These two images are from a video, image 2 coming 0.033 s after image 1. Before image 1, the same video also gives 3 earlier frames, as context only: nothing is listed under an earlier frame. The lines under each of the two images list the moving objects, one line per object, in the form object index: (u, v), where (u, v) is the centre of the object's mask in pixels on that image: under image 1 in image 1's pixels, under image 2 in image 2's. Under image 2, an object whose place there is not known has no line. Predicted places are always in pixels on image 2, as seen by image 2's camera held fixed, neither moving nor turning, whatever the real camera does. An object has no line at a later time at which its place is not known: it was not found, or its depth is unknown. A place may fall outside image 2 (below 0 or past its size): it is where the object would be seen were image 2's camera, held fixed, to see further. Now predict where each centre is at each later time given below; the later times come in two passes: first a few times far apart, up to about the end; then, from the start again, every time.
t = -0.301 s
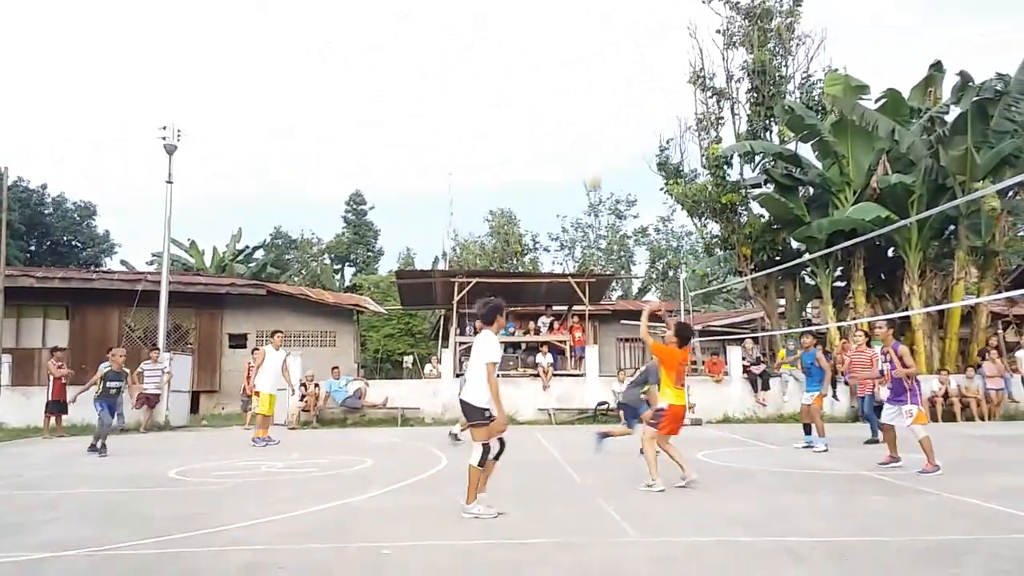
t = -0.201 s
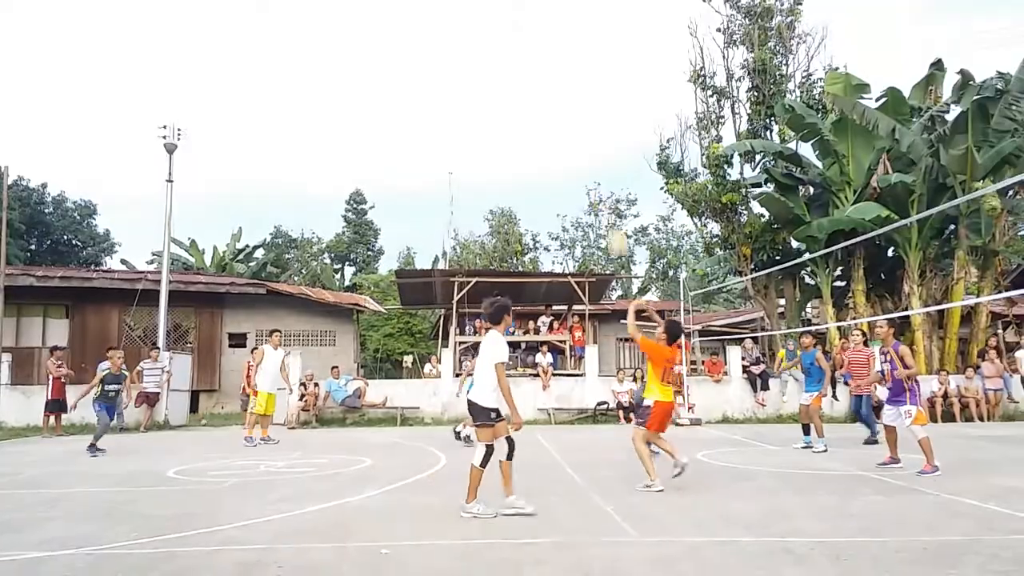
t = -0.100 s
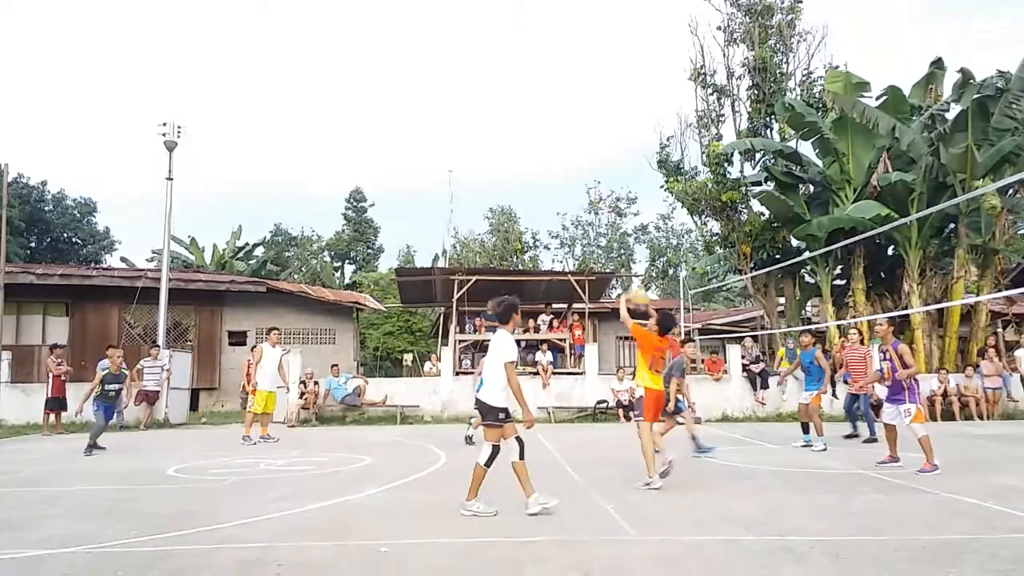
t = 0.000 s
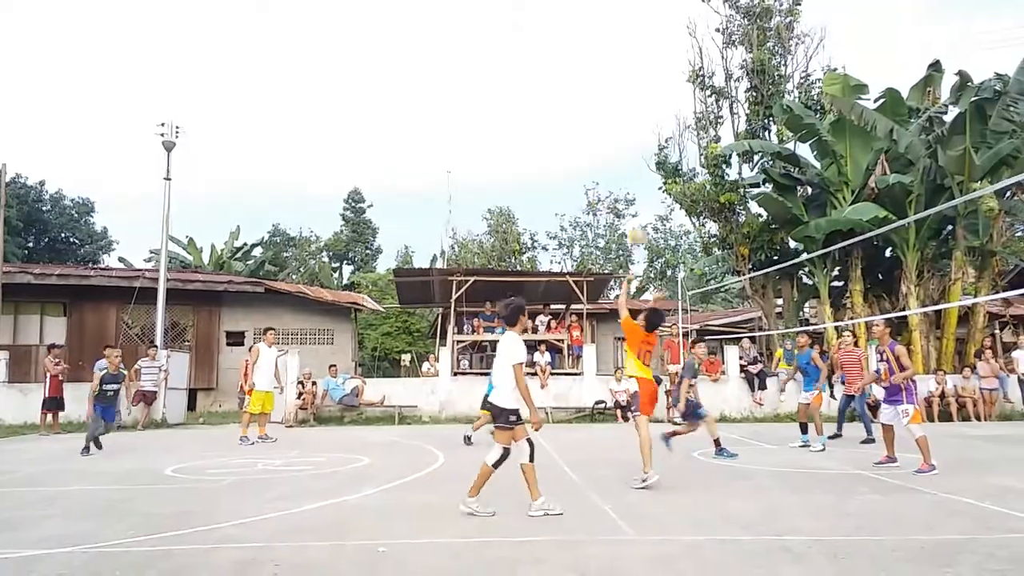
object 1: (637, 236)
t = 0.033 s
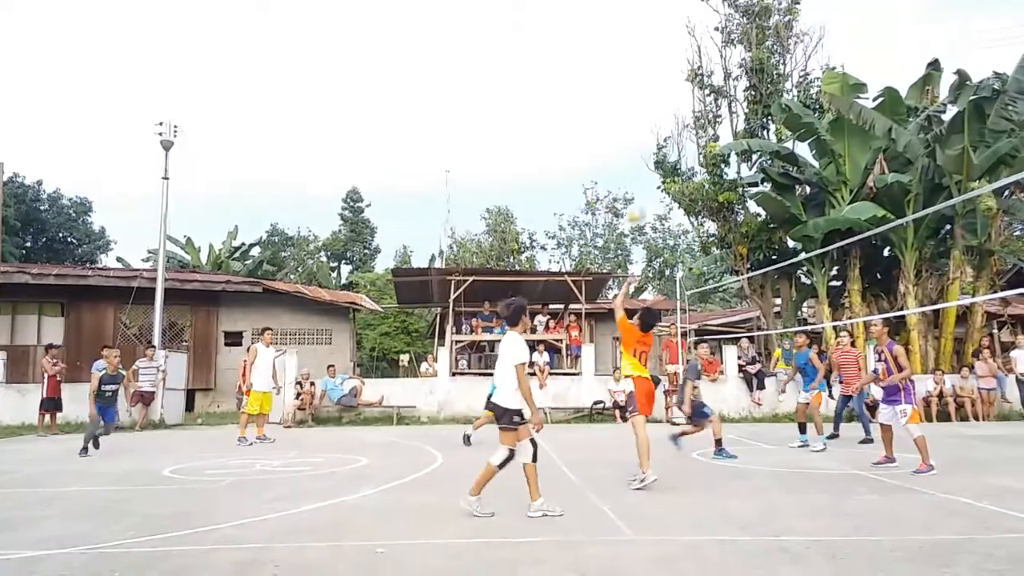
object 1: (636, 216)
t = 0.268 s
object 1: (641, 124)
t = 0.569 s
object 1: (650, 85)
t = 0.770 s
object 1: (655, 104)
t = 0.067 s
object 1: (636, 199)
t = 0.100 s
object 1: (637, 183)
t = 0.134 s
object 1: (639, 169)
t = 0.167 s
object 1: (639, 156)
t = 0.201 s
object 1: (640, 145)
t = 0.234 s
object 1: (641, 133)
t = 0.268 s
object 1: (641, 124)
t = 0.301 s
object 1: (642, 116)
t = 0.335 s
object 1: (643, 109)
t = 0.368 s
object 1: (643, 103)
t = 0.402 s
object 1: (644, 98)
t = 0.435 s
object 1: (646, 92)
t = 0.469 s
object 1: (646, 90)
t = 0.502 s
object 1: (647, 87)
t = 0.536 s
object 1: (648, 86)
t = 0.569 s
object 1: (650, 85)
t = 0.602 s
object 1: (649, 86)
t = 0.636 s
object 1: (651, 90)
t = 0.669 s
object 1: (653, 90)
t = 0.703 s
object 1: (651, 94)
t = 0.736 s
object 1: (652, 99)
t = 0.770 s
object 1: (655, 104)
